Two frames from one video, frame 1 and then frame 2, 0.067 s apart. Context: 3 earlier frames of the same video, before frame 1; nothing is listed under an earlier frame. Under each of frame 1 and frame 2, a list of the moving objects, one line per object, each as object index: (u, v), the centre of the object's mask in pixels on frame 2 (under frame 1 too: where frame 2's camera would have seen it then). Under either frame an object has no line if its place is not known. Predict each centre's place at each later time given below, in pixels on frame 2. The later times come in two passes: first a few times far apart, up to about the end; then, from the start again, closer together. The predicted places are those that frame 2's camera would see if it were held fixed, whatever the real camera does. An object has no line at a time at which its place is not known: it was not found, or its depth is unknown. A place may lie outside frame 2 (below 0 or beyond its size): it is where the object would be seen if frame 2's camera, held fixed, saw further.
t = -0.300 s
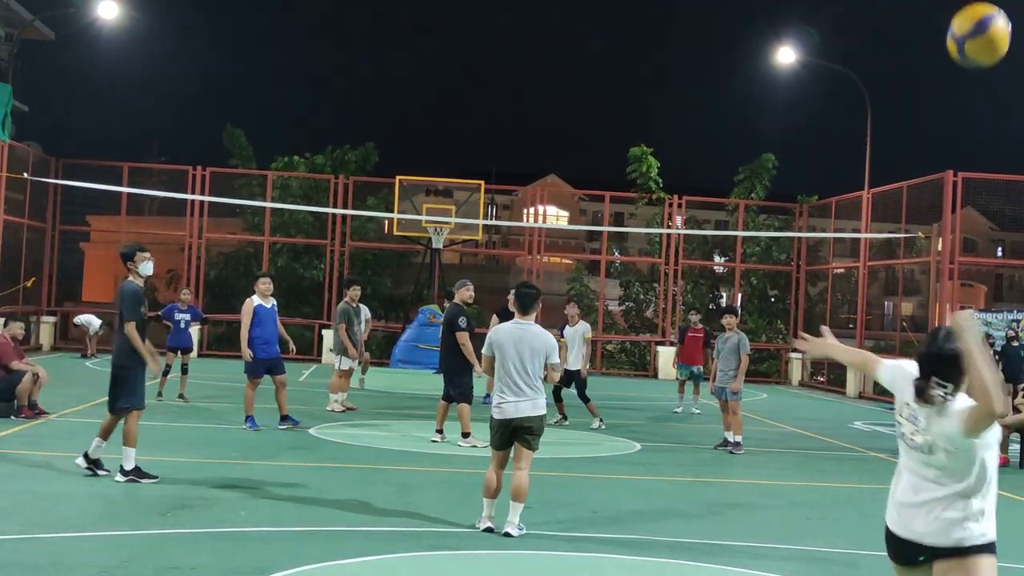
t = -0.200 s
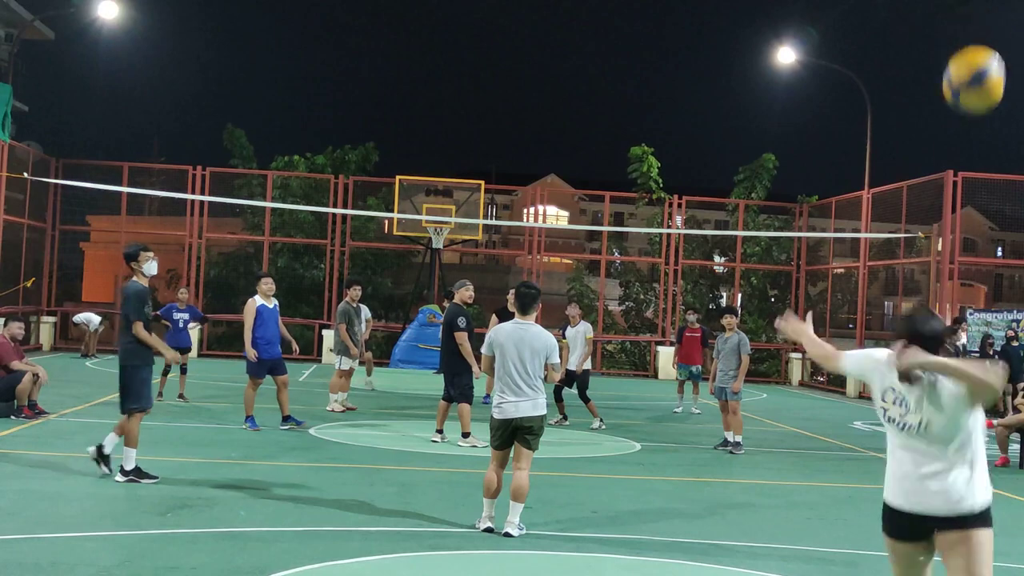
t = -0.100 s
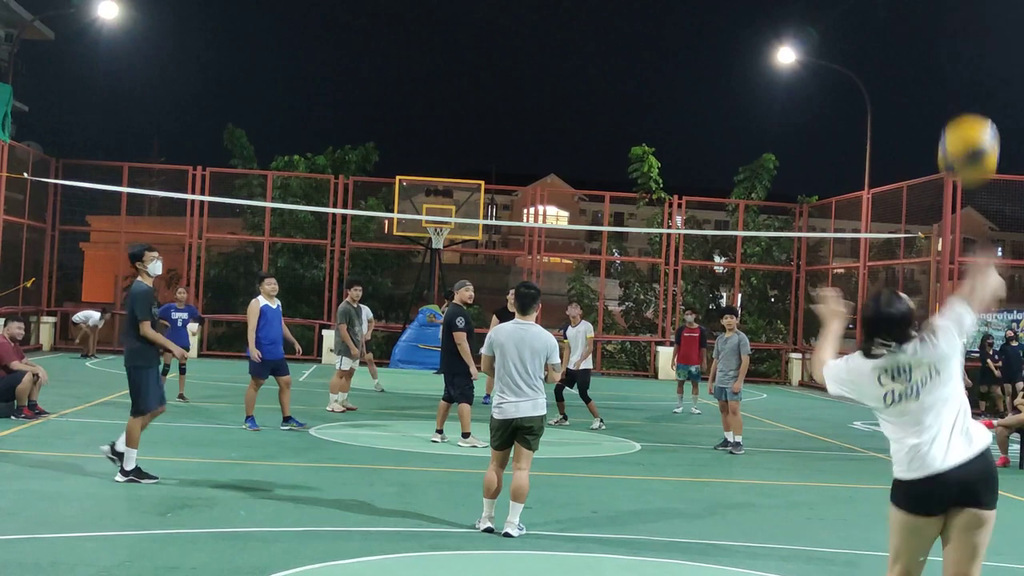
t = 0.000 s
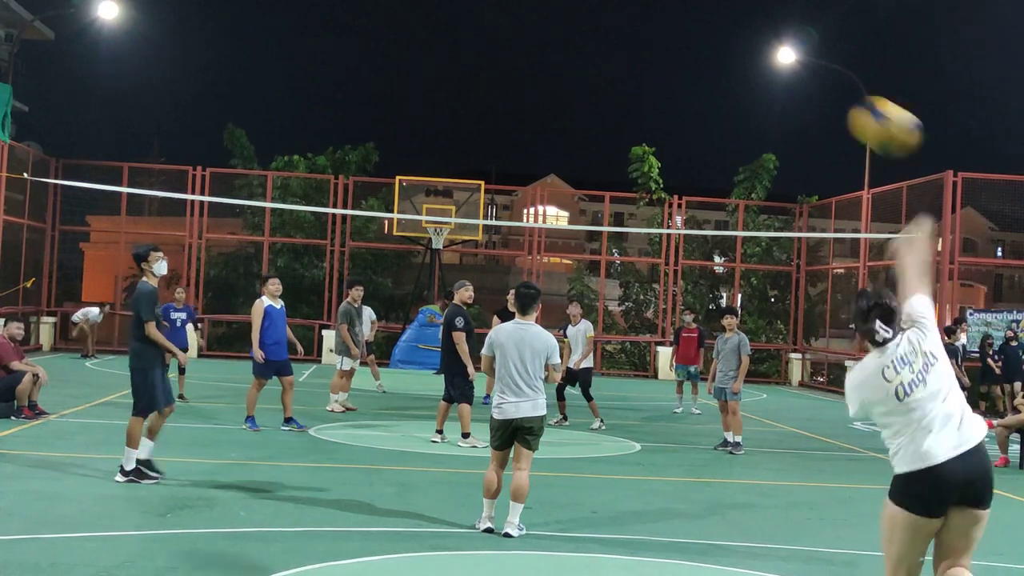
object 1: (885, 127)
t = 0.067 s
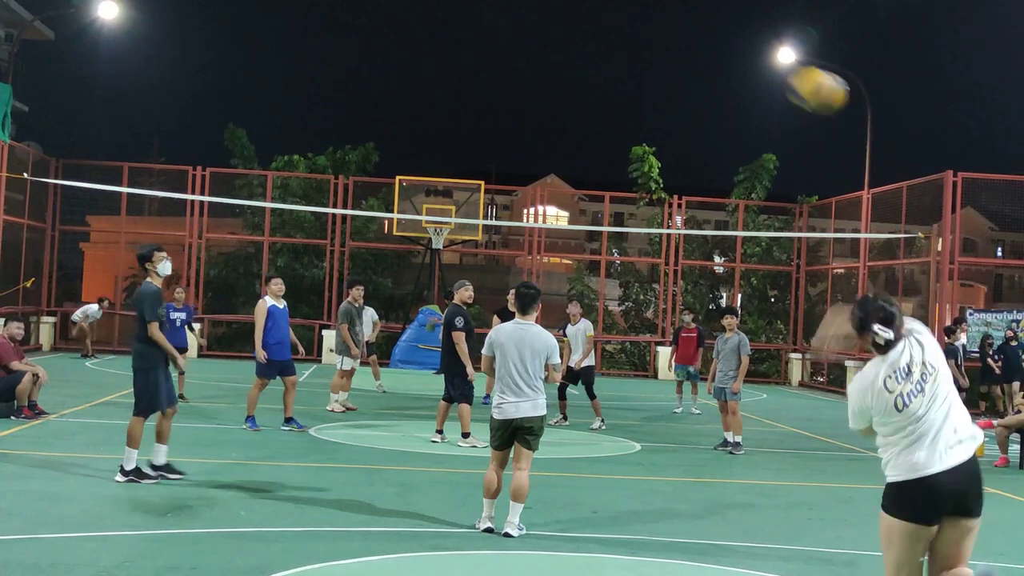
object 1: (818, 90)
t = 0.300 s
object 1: (664, 61)
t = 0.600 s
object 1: (556, 114)
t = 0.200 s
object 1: (718, 60)
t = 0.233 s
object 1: (698, 59)
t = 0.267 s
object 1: (681, 59)
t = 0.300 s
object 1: (664, 61)
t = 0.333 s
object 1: (649, 64)
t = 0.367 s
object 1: (635, 67)
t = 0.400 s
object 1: (622, 72)
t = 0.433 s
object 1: (609, 78)
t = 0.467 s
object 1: (598, 84)
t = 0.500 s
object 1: (586, 91)
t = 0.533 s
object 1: (576, 98)
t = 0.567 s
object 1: (566, 106)
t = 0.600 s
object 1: (556, 114)
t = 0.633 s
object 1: (547, 123)
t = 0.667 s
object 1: (538, 132)
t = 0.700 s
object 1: (530, 142)
